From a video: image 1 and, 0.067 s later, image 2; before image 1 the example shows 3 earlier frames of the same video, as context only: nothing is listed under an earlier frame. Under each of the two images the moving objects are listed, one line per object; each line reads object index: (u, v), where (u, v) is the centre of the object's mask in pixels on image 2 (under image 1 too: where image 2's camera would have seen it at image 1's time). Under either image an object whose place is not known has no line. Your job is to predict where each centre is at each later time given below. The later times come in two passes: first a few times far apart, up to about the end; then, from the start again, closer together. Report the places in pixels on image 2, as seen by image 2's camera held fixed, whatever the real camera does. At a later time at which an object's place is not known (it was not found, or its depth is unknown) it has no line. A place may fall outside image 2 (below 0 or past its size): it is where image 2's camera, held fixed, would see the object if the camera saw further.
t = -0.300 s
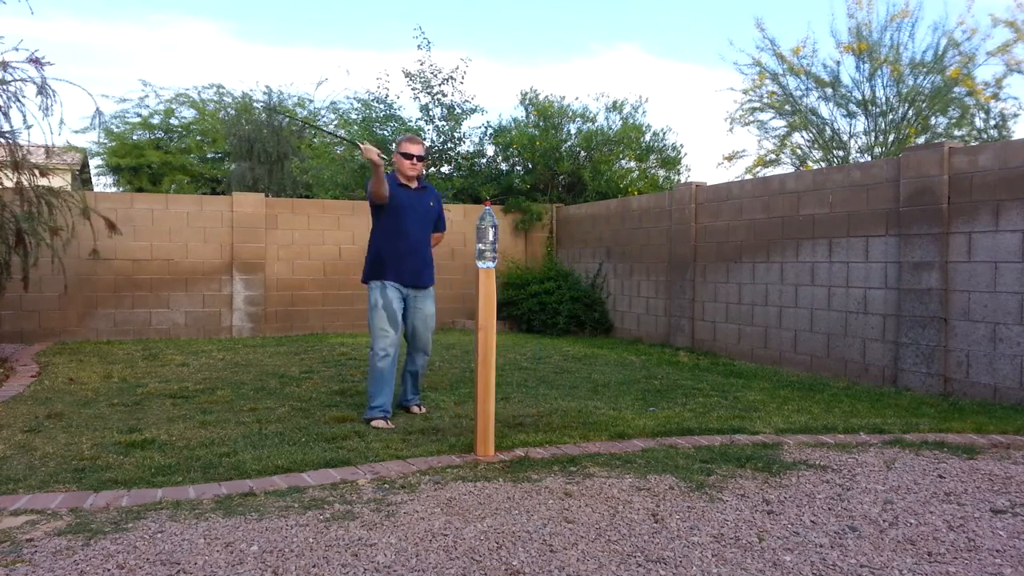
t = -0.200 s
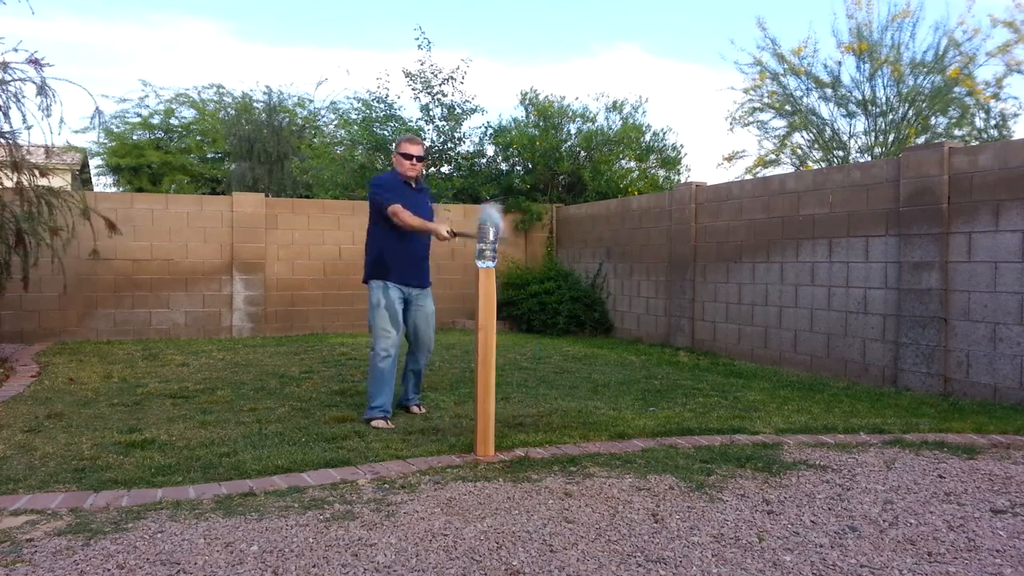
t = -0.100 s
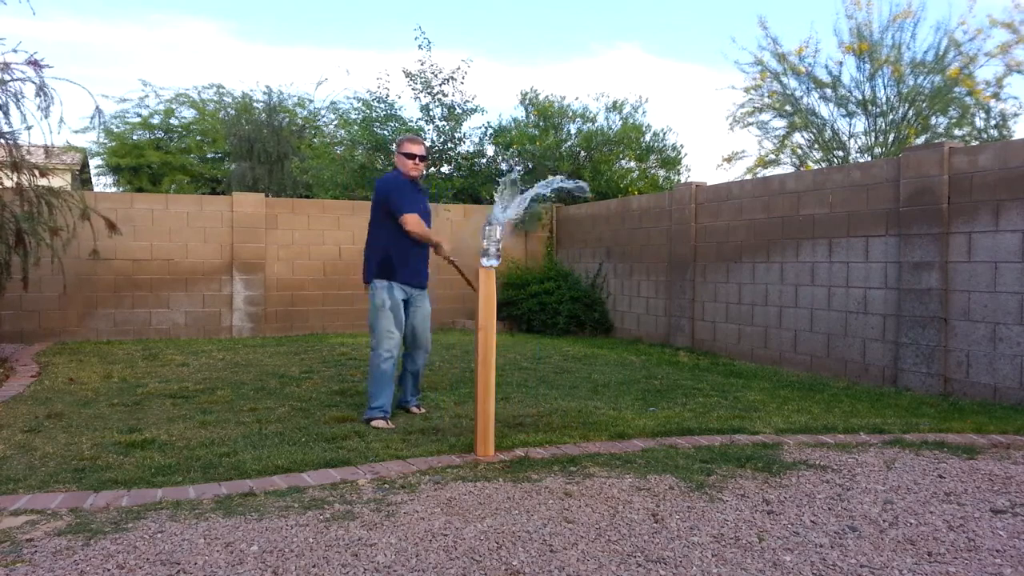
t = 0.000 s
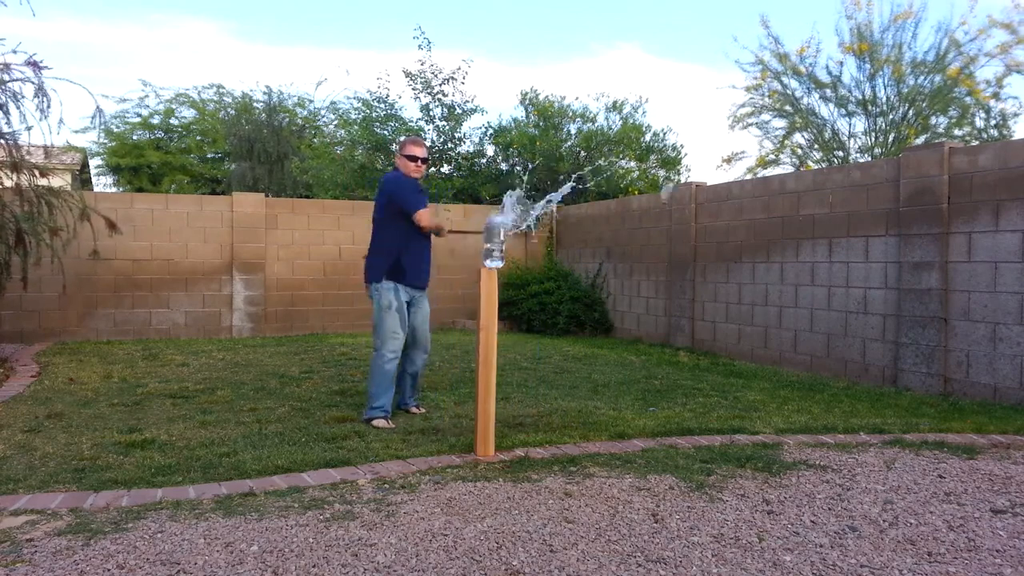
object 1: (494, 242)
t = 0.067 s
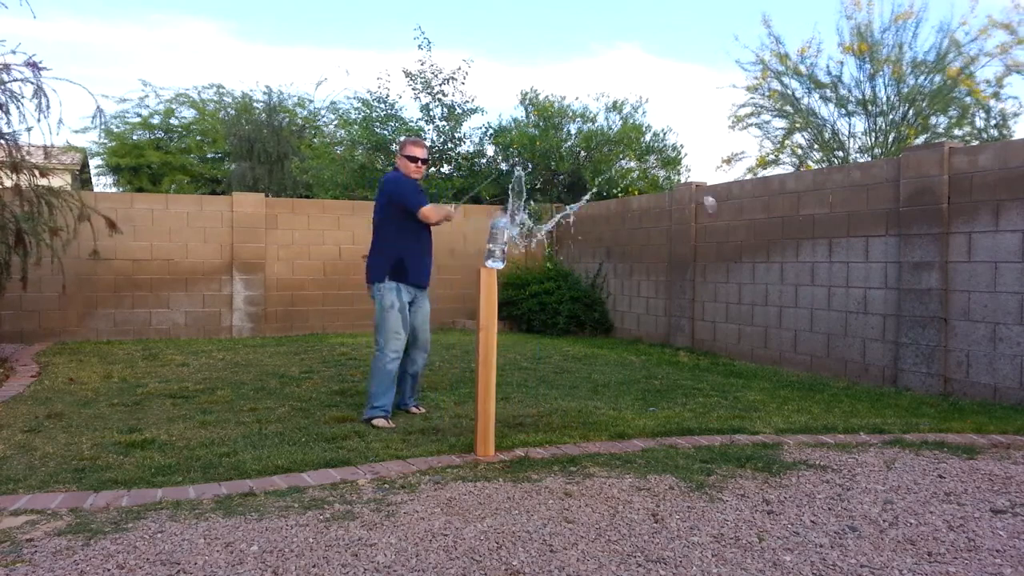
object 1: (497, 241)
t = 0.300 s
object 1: (517, 270)
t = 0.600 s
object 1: (546, 444)
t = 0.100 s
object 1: (499, 243)
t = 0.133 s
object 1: (502, 244)
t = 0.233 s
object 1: (511, 253)
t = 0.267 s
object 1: (514, 261)
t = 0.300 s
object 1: (517, 270)
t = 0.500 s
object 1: (534, 378)
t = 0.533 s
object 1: (538, 406)
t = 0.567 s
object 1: (542, 434)
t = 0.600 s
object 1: (546, 444)
